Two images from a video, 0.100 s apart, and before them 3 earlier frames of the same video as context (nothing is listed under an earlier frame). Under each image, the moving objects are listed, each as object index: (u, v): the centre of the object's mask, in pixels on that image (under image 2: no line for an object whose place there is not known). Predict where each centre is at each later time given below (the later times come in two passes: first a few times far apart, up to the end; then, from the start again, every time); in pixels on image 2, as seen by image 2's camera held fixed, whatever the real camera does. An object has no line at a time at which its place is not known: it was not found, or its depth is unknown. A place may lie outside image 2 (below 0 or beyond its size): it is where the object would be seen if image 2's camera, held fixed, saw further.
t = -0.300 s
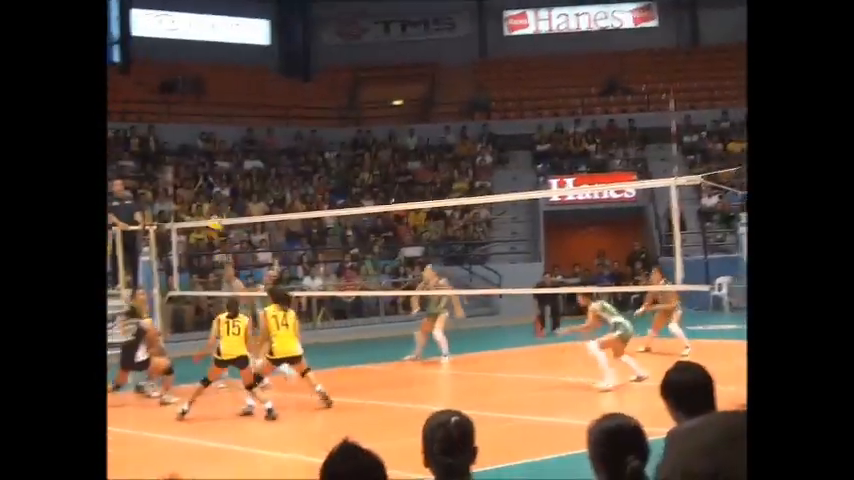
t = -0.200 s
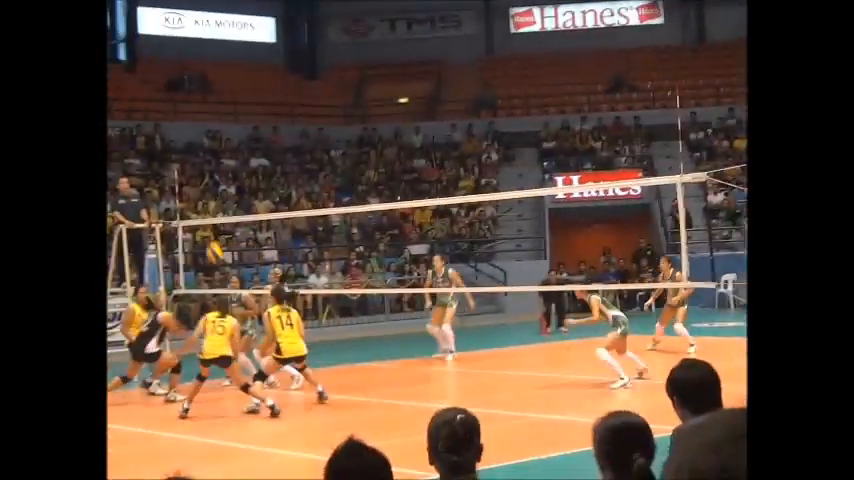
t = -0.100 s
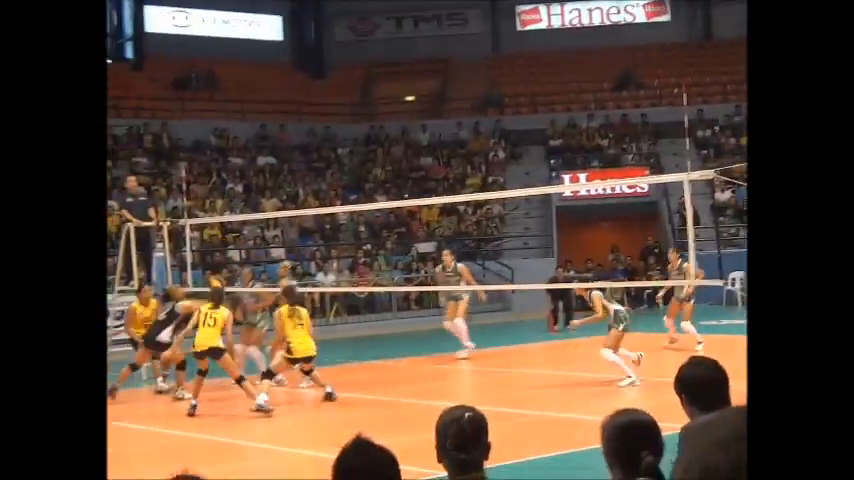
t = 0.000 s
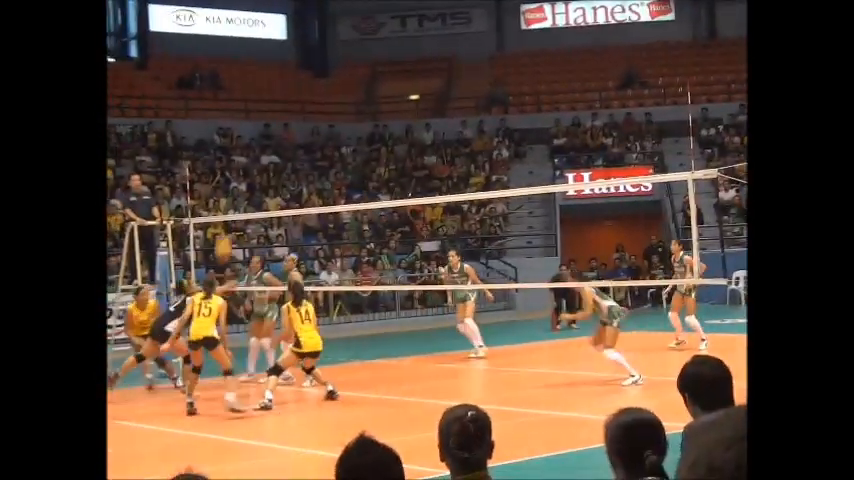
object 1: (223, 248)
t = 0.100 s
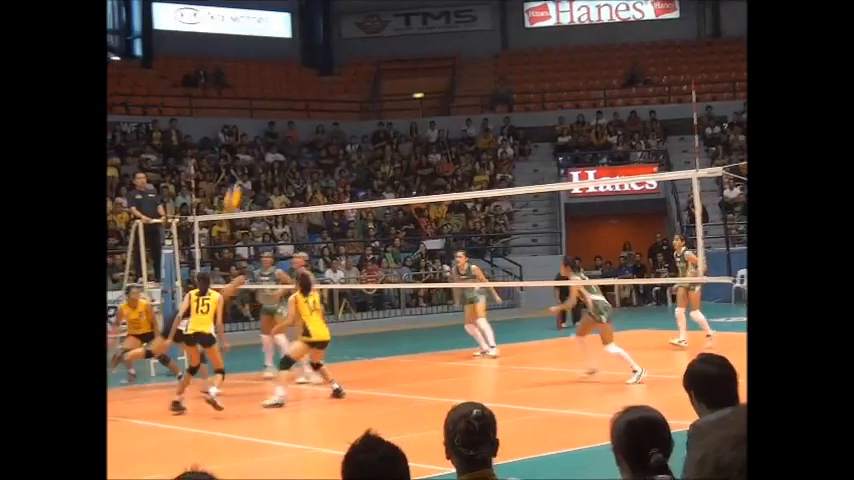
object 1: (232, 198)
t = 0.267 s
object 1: (242, 136)
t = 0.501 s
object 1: (256, 85)
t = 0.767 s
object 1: (276, 80)
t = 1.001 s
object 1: (295, 126)
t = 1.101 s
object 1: (306, 162)
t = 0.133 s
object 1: (235, 184)
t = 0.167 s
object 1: (237, 171)
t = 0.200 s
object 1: (238, 160)
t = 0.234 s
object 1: (241, 147)
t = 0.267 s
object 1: (242, 136)
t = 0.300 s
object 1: (244, 126)
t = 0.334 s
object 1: (246, 117)
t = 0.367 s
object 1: (248, 107)
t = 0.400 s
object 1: (249, 101)
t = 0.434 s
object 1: (251, 95)
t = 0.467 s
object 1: (254, 89)
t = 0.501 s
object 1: (256, 85)
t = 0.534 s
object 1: (257, 81)
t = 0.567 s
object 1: (260, 78)
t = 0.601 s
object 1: (262, 76)
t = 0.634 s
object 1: (265, 75)
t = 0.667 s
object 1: (268, 75)
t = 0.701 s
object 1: (271, 75)
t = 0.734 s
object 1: (273, 77)
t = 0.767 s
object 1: (276, 80)
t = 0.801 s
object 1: (279, 83)
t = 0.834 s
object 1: (281, 88)
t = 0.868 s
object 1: (283, 93)
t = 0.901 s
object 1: (286, 100)
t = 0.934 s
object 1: (290, 108)
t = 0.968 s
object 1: (293, 117)
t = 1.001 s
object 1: (295, 126)
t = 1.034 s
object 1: (298, 137)
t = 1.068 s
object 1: (302, 149)
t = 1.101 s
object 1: (306, 162)
